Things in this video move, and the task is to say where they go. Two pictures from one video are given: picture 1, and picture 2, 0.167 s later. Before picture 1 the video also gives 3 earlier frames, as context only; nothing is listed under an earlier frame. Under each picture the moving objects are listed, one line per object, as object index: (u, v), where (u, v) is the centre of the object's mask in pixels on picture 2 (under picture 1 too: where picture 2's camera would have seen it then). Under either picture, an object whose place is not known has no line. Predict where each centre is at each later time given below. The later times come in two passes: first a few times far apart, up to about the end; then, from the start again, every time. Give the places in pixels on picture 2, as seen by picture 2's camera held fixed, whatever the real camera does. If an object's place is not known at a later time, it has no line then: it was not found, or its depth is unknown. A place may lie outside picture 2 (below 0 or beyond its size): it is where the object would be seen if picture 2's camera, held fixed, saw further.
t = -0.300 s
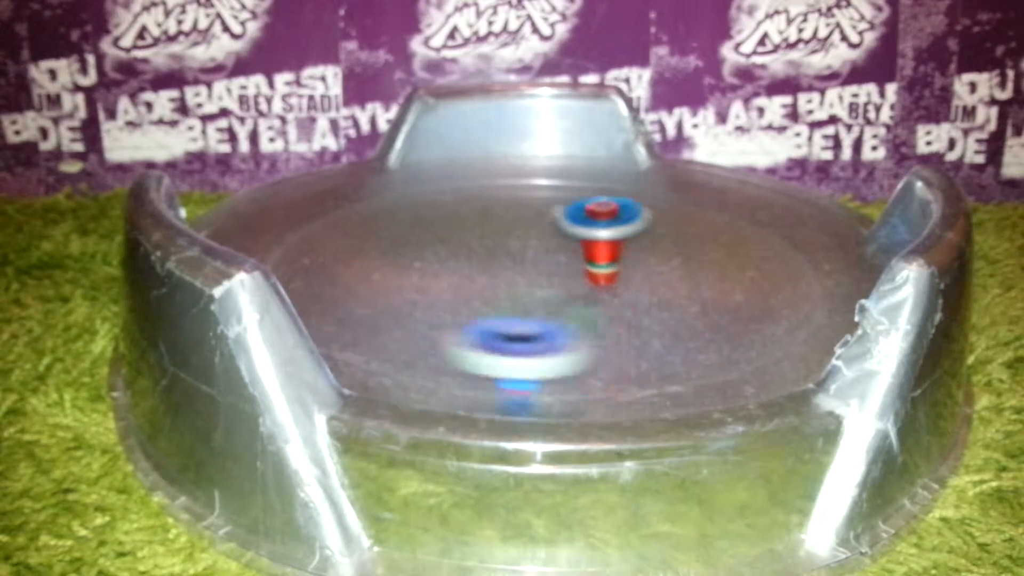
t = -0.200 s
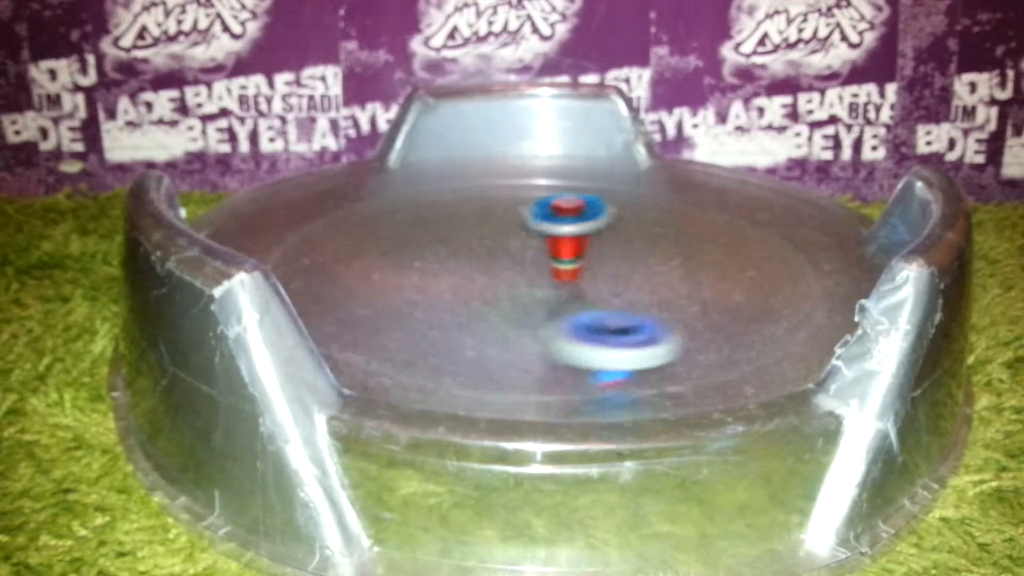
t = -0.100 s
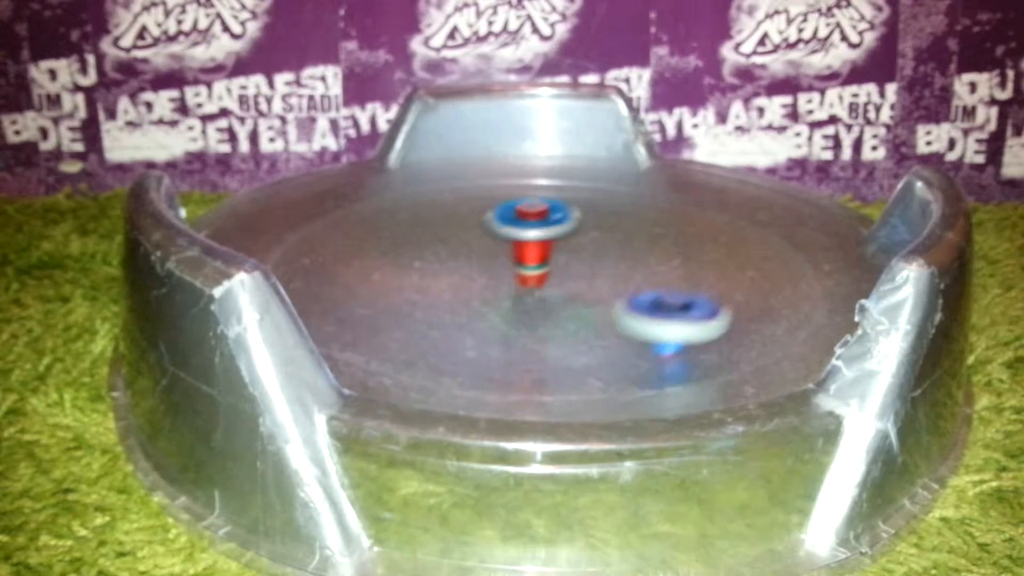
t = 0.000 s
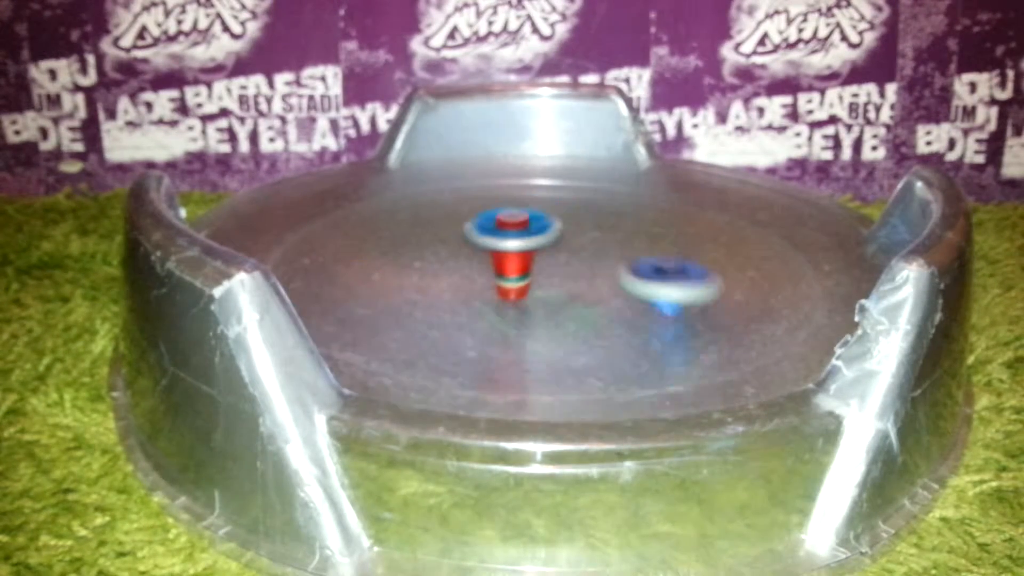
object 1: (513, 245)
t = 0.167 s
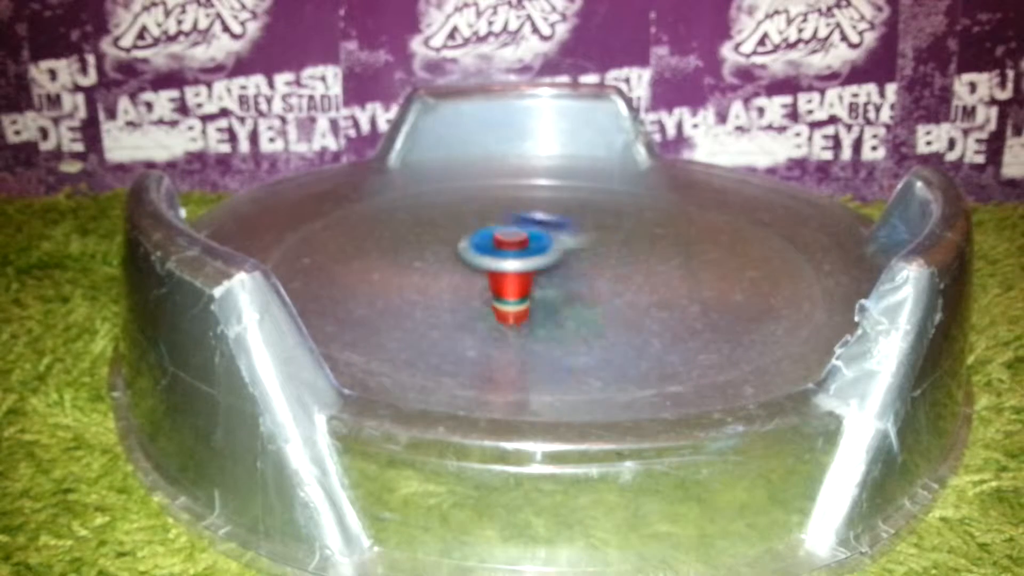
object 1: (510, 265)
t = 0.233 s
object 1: (521, 272)
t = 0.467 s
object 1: (592, 270)
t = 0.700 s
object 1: (565, 245)
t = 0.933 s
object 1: (496, 238)
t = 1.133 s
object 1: (470, 254)
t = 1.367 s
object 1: (528, 266)
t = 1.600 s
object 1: (567, 243)
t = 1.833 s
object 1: (522, 223)
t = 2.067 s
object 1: (494, 241)
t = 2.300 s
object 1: (553, 257)
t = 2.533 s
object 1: (602, 243)
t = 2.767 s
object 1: (557, 232)
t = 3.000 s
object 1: (523, 252)
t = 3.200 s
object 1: (548, 270)
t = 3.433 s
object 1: (584, 262)
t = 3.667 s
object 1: (575, 240)
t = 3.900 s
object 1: (527, 243)
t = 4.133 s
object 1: (497, 259)
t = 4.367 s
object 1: (536, 275)
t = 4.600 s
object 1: (581, 262)
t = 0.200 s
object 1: (515, 270)
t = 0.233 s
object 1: (521, 272)
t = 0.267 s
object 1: (528, 275)
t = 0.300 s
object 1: (539, 277)
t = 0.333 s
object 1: (550, 277)
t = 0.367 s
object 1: (562, 277)
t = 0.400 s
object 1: (574, 276)
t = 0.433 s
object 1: (584, 273)
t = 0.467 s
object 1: (592, 270)
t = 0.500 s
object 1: (596, 266)
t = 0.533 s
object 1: (598, 262)
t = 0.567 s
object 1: (595, 258)
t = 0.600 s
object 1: (591, 254)
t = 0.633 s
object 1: (583, 251)
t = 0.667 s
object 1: (575, 248)
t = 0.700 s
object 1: (565, 245)
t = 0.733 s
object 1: (555, 242)
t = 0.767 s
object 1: (545, 241)
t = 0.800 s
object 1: (535, 239)
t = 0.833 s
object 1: (526, 238)
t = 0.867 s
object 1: (516, 239)
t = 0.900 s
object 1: (505, 238)
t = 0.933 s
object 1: (496, 238)
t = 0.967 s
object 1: (487, 239)
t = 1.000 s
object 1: (480, 240)
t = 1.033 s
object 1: (475, 243)
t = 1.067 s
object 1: (471, 247)
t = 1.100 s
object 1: (470, 250)
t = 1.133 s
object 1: (470, 254)
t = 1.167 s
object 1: (473, 258)
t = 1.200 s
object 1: (478, 261)
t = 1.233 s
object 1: (485, 264)
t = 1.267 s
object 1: (493, 266)
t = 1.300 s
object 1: (504, 267)
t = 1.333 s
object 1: (516, 267)
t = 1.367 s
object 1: (528, 266)
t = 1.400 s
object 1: (539, 264)
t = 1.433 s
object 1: (548, 261)
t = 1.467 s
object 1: (555, 258)
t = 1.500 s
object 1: (561, 255)
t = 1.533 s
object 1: (564, 251)
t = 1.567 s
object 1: (566, 246)
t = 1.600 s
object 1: (567, 243)
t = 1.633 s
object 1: (566, 239)
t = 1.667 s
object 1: (562, 235)
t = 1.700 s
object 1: (557, 232)
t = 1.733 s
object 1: (549, 229)
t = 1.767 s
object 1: (541, 225)
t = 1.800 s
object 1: (531, 223)
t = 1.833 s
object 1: (522, 223)
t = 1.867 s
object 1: (513, 222)
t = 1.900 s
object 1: (506, 224)
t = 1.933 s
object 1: (500, 226)
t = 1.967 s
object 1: (496, 229)
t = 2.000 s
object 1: (493, 233)
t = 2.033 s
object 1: (493, 237)
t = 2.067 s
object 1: (494, 241)
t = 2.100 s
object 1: (497, 245)
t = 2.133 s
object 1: (502, 249)
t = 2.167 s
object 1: (511, 251)
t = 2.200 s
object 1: (520, 253)
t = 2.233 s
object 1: (531, 255)
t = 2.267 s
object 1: (542, 257)
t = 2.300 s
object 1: (553, 257)
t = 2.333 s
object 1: (564, 257)
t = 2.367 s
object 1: (574, 257)
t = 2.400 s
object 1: (584, 255)
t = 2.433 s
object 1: (591, 253)
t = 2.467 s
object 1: (597, 250)
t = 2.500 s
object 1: (601, 247)
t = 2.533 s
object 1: (602, 243)
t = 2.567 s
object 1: (599, 240)
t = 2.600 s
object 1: (595, 238)
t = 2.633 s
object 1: (588, 235)
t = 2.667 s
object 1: (581, 229)
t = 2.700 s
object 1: (572, 225)
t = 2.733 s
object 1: (564, 228)
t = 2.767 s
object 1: (557, 232)
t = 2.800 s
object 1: (552, 234)
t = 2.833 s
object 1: (544, 237)
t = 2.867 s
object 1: (536, 239)
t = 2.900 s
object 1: (531, 242)
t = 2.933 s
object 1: (527, 245)
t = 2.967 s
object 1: (524, 248)
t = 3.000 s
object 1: (523, 252)
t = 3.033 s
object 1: (524, 255)
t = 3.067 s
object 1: (526, 258)
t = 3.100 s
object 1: (530, 261)
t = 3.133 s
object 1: (534, 264)
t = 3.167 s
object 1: (541, 267)
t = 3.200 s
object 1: (548, 270)
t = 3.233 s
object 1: (557, 271)
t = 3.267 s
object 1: (566, 271)
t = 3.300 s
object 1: (573, 270)
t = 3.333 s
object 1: (578, 269)
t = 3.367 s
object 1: (580, 266)
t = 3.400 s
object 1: (579, 264)
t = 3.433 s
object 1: (584, 262)
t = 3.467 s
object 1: (594, 259)
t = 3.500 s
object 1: (599, 257)
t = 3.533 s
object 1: (599, 254)
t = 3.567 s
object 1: (598, 248)
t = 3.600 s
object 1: (592, 241)
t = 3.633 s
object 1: (584, 239)
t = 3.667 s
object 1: (575, 240)
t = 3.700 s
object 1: (566, 243)
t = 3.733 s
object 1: (558, 243)
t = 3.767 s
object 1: (551, 241)
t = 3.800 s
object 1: (546, 240)
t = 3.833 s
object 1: (541, 241)
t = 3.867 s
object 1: (535, 241)
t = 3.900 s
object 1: (527, 243)
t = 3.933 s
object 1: (519, 245)
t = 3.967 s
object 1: (510, 247)
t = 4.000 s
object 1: (503, 249)
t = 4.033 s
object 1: (498, 251)
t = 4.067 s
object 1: (495, 253)
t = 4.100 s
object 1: (494, 256)
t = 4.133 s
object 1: (497, 259)
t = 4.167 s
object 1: (503, 262)
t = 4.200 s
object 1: (508, 264)
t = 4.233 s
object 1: (508, 269)
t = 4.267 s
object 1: (511, 272)
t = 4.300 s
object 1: (516, 274)
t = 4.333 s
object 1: (525, 275)
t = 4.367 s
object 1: (536, 275)
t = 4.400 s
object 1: (548, 276)
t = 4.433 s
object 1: (559, 277)
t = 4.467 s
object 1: (565, 275)
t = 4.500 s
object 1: (571, 273)
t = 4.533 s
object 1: (576, 270)
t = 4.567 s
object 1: (580, 266)
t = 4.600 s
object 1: (581, 262)
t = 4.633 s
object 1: (580, 259)
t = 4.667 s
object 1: (578, 255)
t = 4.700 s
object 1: (574, 252)
